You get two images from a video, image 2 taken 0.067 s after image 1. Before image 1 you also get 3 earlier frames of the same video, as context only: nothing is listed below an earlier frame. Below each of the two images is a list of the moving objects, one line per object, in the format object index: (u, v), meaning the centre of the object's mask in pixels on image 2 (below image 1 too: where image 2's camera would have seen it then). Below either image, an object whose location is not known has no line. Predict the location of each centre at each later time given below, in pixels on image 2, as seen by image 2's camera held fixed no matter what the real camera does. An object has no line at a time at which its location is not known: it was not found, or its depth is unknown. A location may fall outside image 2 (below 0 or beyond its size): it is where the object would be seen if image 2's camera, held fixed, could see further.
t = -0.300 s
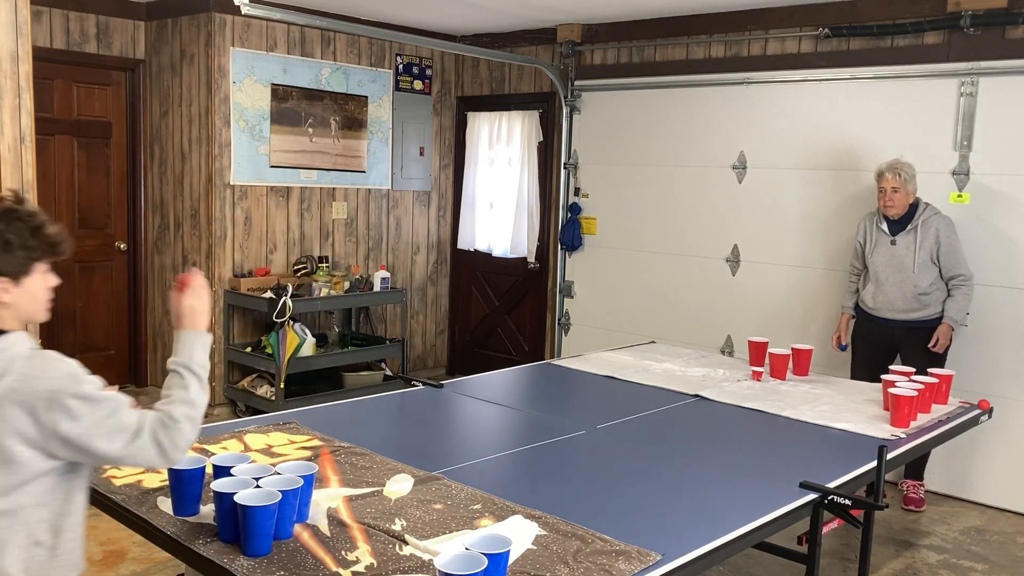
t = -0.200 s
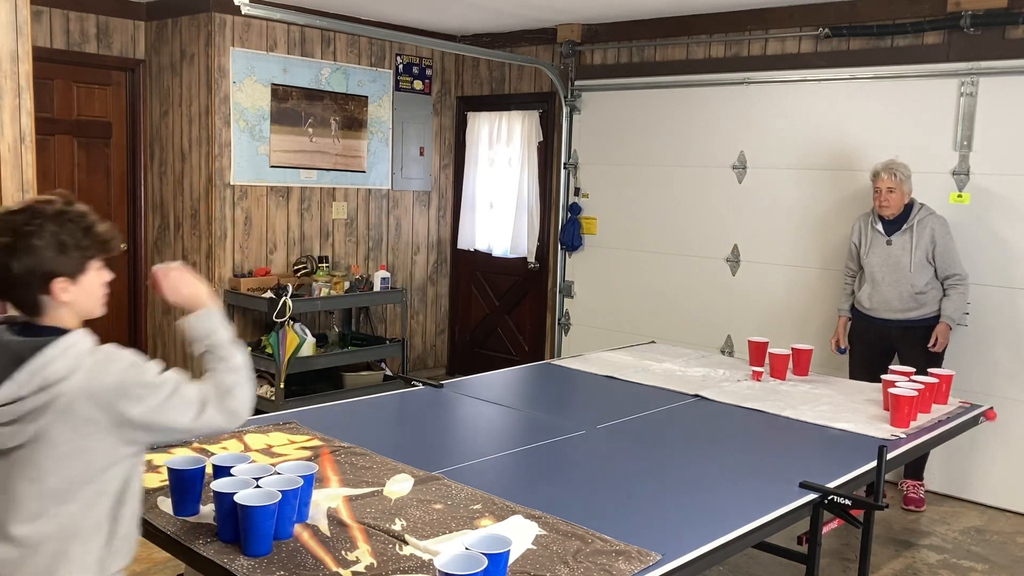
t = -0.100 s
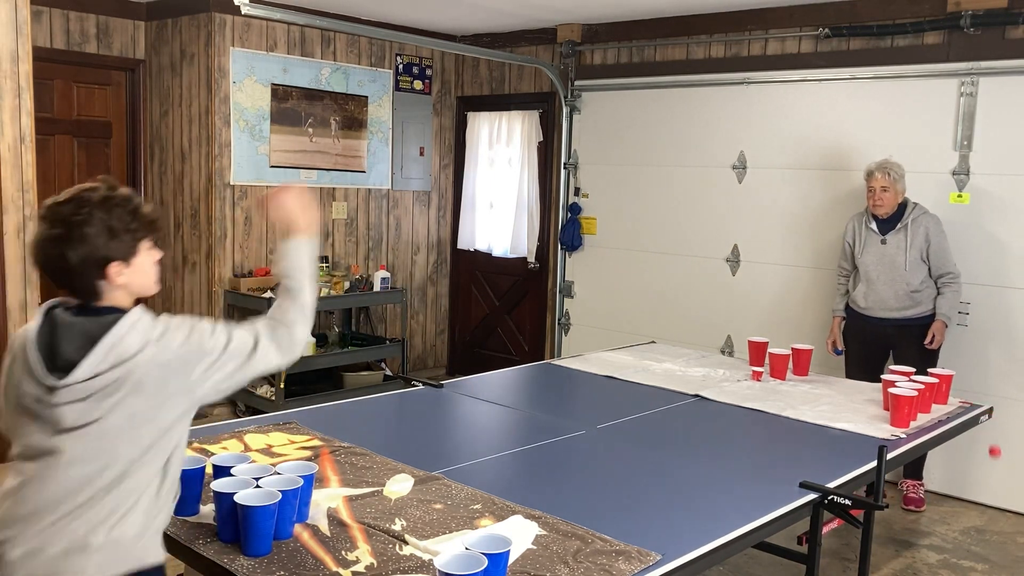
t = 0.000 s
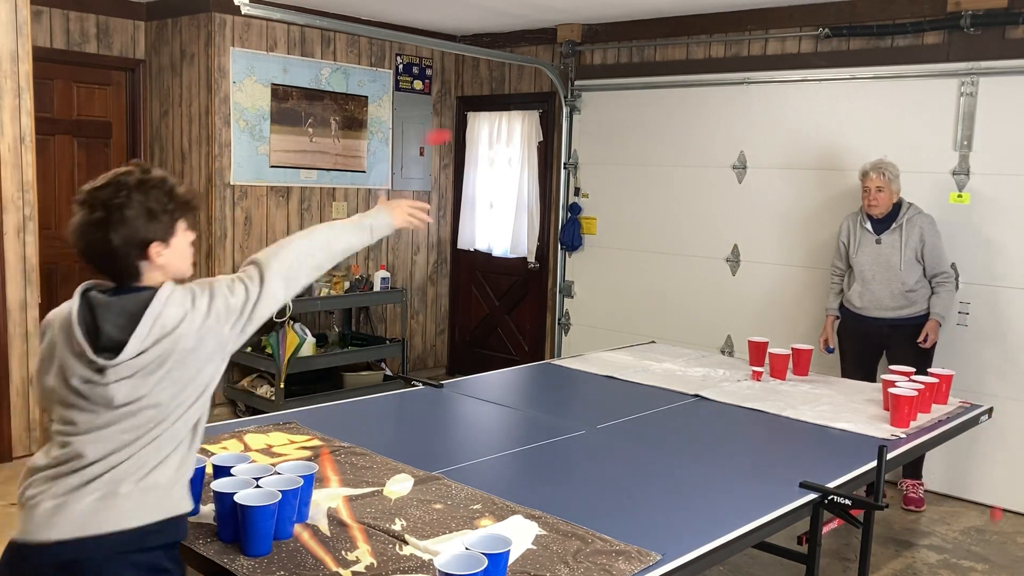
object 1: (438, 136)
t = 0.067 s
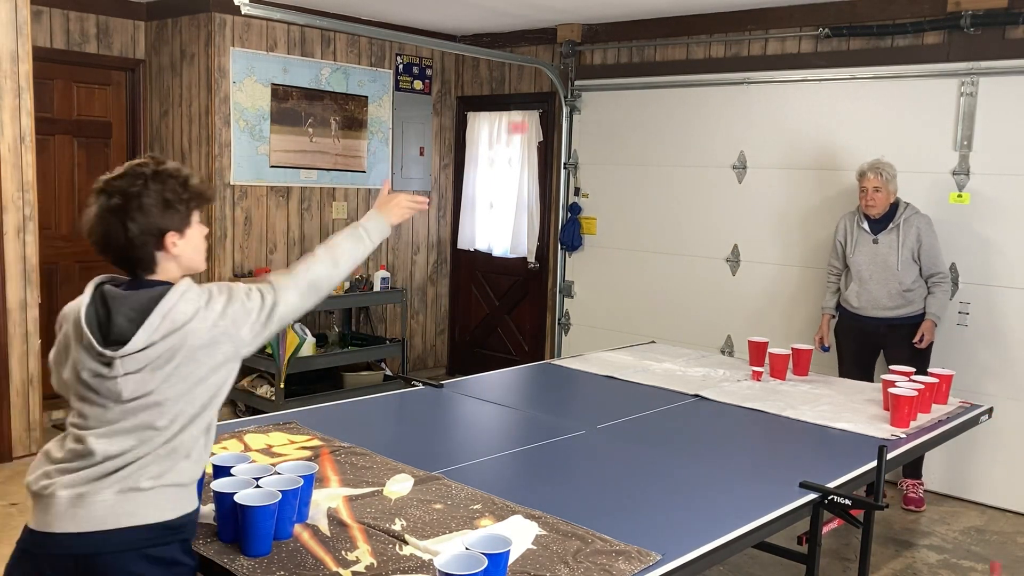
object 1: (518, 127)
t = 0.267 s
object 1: (680, 186)
